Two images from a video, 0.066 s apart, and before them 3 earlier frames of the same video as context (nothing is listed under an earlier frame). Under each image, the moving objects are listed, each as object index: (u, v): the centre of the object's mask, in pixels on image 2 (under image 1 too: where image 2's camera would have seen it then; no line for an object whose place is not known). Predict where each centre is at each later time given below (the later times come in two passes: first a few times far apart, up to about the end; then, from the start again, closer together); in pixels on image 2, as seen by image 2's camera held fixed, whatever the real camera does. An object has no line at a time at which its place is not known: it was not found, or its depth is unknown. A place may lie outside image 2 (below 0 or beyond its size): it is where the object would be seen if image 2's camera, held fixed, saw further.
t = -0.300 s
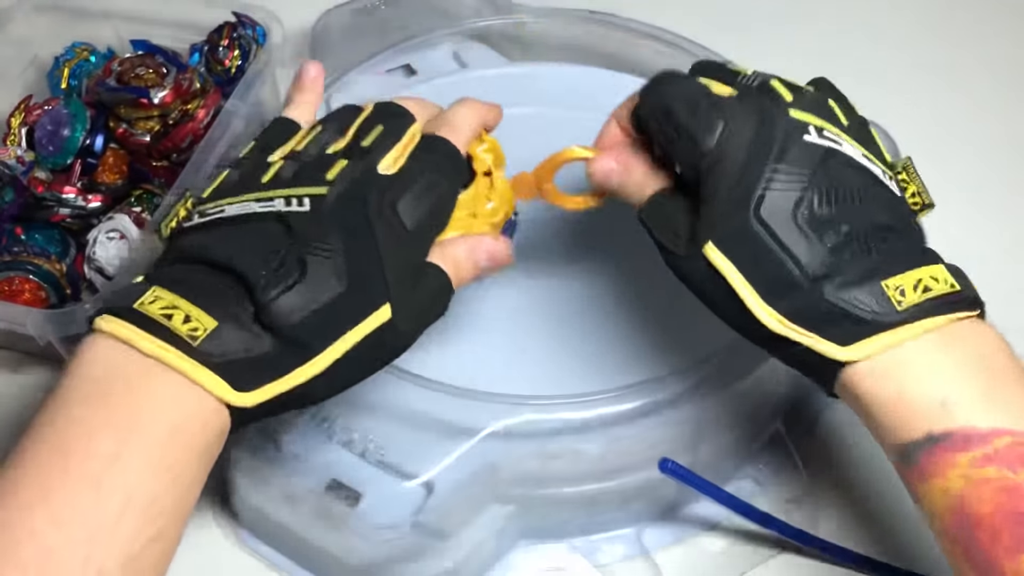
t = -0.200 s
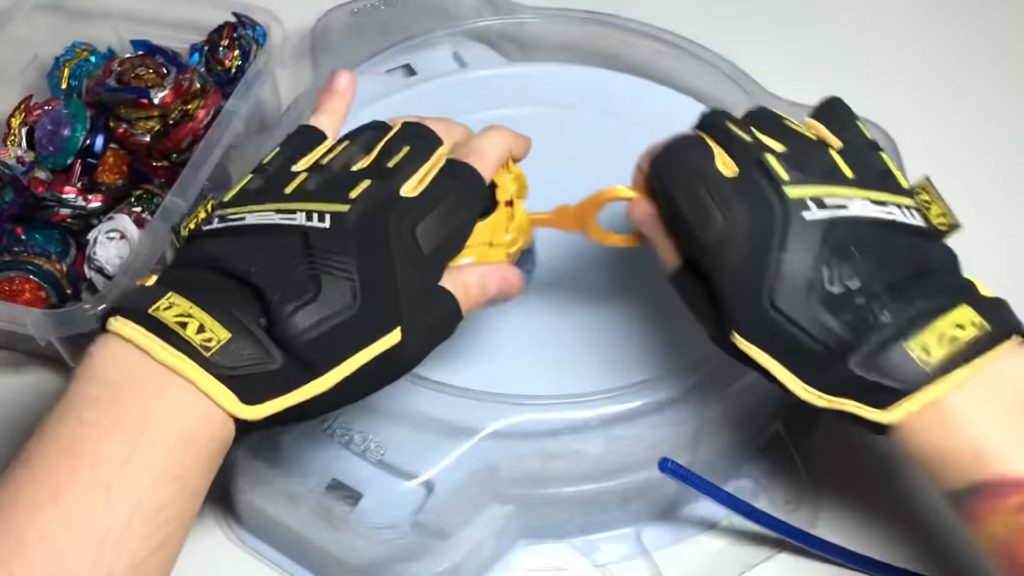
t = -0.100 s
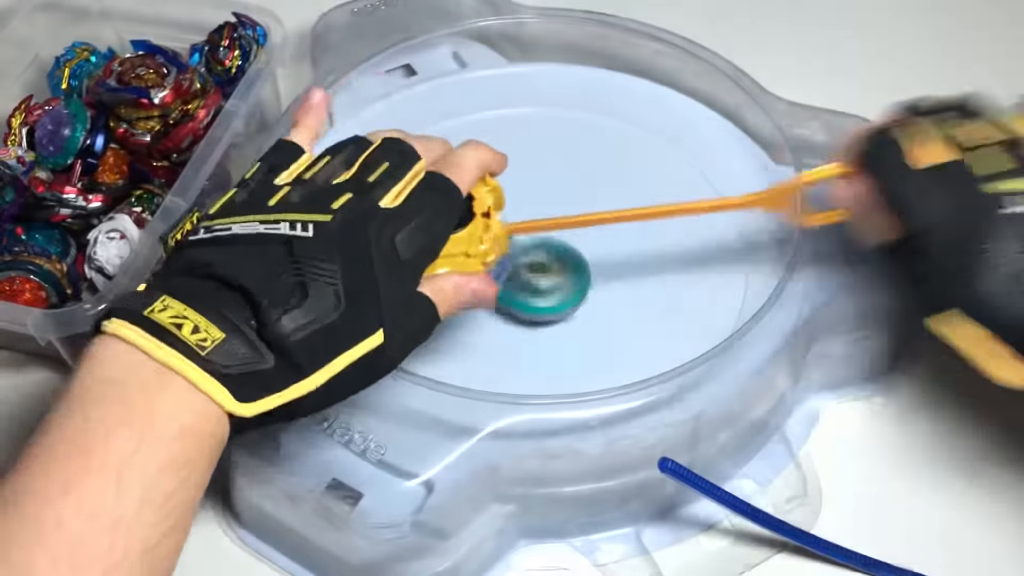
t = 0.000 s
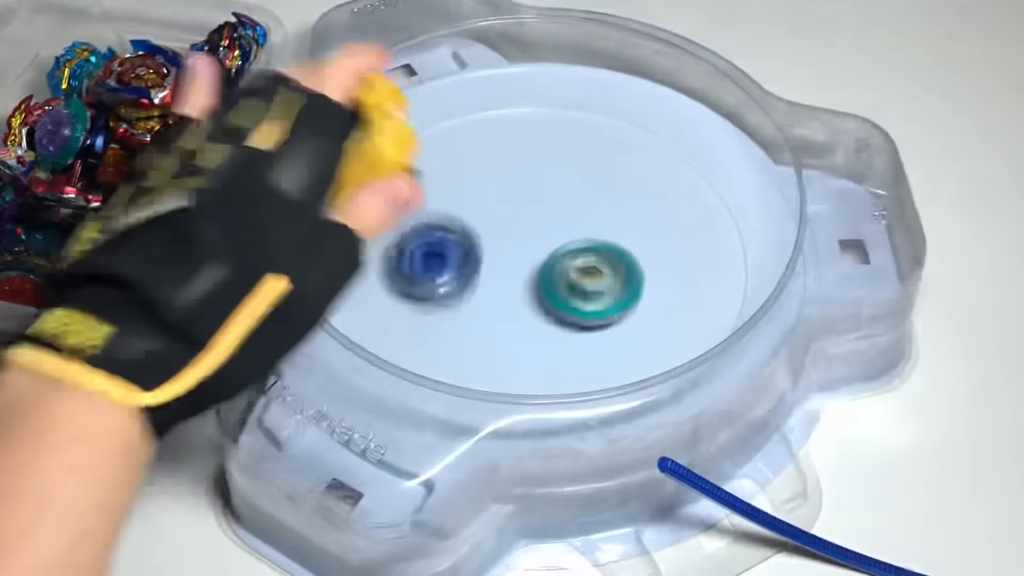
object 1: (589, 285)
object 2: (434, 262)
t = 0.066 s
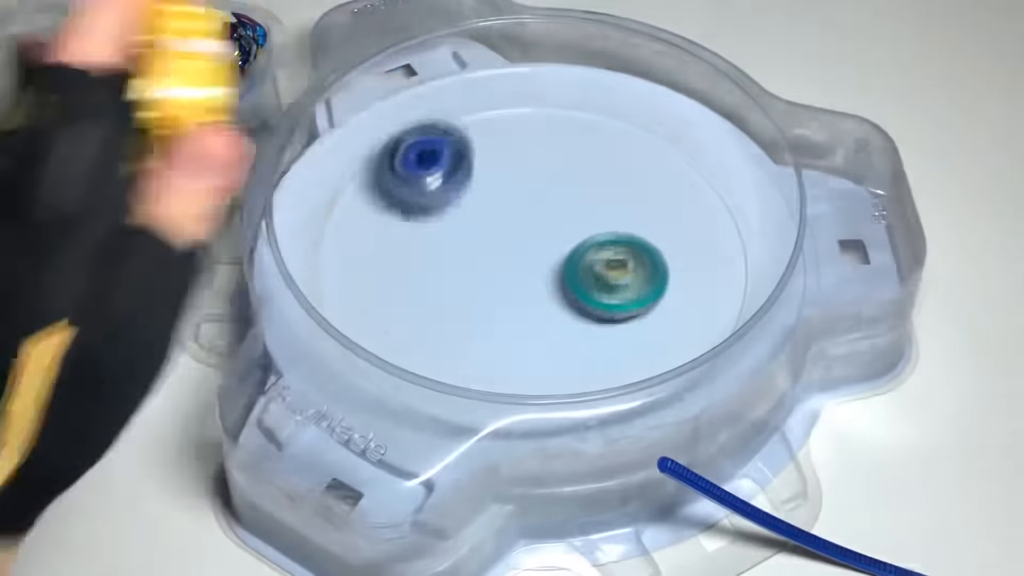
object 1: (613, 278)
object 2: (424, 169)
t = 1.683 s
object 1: (515, 283)
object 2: (616, 227)
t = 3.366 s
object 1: (556, 226)
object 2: (488, 295)
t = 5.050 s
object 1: (566, 302)
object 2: (523, 224)
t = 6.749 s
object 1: (490, 215)
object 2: (555, 283)
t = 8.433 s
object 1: (602, 272)
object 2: (492, 268)
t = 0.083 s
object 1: (617, 274)
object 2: (423, 153)
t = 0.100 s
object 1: (620, 271)
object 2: (422, 140)
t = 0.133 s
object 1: (624, 265)
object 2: (423, 124)
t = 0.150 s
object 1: (624, 261)
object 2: (425, 120)
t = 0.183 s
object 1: (623, 253)
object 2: (436, 93)
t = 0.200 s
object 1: (621, 251)
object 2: (443, 81)
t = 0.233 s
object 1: (614, 244)
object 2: (459, 74)
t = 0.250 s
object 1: (610, 241)
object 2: (469, 76)
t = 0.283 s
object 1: (600, 235)
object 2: (484, 83)
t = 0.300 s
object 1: (594, 232)
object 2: (489, 77)
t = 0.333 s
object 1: (581, 226)
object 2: (498, 72)
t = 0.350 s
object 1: (573, 223)
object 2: (505, 74)
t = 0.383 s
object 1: (556, 219)
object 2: (518, 88)
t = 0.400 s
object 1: (547, 216)
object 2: (524, 93)
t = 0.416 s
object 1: (537, 215)
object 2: (529, 97)
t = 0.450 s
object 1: (517, 213)
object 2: (542, 116)
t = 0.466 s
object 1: (508, 213)
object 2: (548, 124)
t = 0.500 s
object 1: (489, 212)
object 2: (558, 144)
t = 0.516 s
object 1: (481, 213)
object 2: (563, 154)
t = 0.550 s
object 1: (464, 216)
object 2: (572, 176)
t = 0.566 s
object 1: (457, 218)
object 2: (576, 186)
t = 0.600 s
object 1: (447, 222)
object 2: (583, 208)
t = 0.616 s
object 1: (442, 226)
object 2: (585, 219)
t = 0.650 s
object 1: (436, 233)
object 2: (587, 239)
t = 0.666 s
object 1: (433, 238)
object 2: (586, 249)
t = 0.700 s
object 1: (431, 248)
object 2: (583, 267)
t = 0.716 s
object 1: (431, 254)
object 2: (579, 276)
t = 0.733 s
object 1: (433, 257)
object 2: (575, 283)
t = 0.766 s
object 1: (439, 269)
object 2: (565, 296)
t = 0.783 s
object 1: (443, 275)
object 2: (559, 301)
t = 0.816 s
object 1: (442, 283)
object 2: (561, 314)
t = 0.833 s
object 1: (419, 275)
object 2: (591, 325)
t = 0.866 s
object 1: (378, 264)
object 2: (652, 343)
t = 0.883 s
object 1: (360, 255)
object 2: (676, 346)
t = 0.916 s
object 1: (331, 243)
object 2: (721, 350)
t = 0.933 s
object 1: (323, 236)
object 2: (720, 347)
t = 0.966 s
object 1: (320, 221)
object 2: (711, 338)
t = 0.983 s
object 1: (319, 219)
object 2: (703, 333)
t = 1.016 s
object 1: (318, 222)
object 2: (683, 319)
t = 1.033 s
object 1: (319, 220)
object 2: (672, 313)
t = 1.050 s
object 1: (321, 215)
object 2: (660, 306)
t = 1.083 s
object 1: (328, 213)
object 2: (634, 293)
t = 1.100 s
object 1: (334, 217)
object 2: (622, 286)
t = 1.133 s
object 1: (350, 221)
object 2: (597, 274)
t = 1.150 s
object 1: (361, 221)
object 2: (584, 269)
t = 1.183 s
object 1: (384, 227)
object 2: (560, 257)
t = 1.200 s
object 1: (397, 233)
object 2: (549, 251)
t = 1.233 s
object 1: (426, 238)
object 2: (528, 241)
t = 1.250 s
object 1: (427, 237)
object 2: (534, 237)
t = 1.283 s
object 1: (423, 237)
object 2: (554, 230)
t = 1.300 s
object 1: (421, 240)
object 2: (564, 227)
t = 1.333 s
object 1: (420, 242)
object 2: (580, 222)
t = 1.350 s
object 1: (420, 241)
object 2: (586, 220)
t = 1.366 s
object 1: (421, 244)
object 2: (592, 218)
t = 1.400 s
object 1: (426, 248)
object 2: (601, 217)
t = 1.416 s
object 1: (429, 250)
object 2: (603, 217)
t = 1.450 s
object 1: (438, 258)
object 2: (606, 219)
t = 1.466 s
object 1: (445, 259)
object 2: (606, 219)
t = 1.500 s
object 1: (459, 267)
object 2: (606, 222)
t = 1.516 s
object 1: (468, 269)
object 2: (605, 224)
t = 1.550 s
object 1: (483, 273)
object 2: (603, 227)
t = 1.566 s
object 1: (492, 275)
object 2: (601, 229)
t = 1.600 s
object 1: (507, 276)
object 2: (598, 231)
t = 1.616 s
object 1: (515, 278)
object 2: (597, 233)
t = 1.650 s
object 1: (518, 280)
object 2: (604, 229)
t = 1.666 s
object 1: (516, 280)
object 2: (611, 229)
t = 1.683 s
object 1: (515, 283)
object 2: (616, 227)
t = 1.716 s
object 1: (513, 283)
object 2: (622, 226)
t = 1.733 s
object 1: (512, 283)
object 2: (624, 226)
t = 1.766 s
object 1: (510, 289)
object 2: (625, 228)
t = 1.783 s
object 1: (509, 285)
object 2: (625, 228)
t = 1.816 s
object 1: (507, 285)
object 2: (621, 232)
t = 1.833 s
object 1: (506, 287)
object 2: (619, 234)
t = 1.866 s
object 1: (506, 282)
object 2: (615, 238)
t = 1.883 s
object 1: (505, 282)
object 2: (613, 240)
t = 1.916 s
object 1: (505, 274)
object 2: (608, 246)
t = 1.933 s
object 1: (505, 273)
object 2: (606, 249)
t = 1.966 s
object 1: (501, 269)
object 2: (607, 252)
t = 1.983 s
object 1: (497, 267)
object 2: (608, 254)
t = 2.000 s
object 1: (493, 263)
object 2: (610, 254)
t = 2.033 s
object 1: (487, 259)
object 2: (611, 255)
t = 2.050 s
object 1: (485, 255)
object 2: (610, 256)
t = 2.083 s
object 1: (481, 248)
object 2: (608, 257)
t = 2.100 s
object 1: (480, 246)
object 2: (607, 257)
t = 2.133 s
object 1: (478, 240)
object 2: (602, 258)
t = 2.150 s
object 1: (477, 237)
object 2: (599, 259)
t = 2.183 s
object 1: (477, 231)
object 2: (594, 260)
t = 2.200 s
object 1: (477, 228)
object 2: (590, 260)
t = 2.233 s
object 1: (478, 224)
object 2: (584, 261)
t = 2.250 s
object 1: (480, 223)
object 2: (582, 262)
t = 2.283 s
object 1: (482, 219)
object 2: (575, 263)
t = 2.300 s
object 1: (484, 218)
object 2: (572, 265)
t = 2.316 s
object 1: (486, 216)
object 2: (569, 265)
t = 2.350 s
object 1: (489, 214)
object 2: (564, 268)
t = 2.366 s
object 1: (489, 213)
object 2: (561, 270)
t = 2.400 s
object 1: (492, 208)
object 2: (559, 274)
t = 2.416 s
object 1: (493, 207)
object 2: (557, 276)
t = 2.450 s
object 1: (497, 204)
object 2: (553, 279)
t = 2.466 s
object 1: (499, 204)
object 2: (551, 280)
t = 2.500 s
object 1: (503, 203)
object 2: (548, 282)
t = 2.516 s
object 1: (505, 202)
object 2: (547, 284)
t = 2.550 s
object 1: (508, 204)
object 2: (545, 285)
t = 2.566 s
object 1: (511, 203)
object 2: (543, 286)
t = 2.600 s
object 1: (515, 206)
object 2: (540, 285)
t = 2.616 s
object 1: (517, 207)
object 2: (539, 286)
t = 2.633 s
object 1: (518, 207)
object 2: (539, 292)
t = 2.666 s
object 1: (521, 201)
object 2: (537, 300)
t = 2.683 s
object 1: (523, 199)
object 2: (536, 303)
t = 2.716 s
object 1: (524, 194)
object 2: (533, 308)
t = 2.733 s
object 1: (525, 193)
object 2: (531, 310)
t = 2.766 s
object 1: (527, 192)
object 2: (525, 311)
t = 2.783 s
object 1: (528, 192)
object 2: (523, 311)
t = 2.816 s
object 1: (529, 196)
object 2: (519, 309)
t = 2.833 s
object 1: (530, 198)
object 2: (516, 308)
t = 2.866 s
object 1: (531, 201)
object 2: (513, 306)
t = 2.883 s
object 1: (532, 204)
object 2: (512, 304)
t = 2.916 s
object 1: (534, 208)
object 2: (509, 300)
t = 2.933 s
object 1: (534, 211)
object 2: (507, 297)
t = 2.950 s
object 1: (534, 215)
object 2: (506, 297)
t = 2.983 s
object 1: (536, 216)
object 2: (501, 297)
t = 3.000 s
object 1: (538, 216)
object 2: (497, 301)
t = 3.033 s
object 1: (542, 211)
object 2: (489, 305)
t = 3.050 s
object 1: (545, 208)
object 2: (486, 306)
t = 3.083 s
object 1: (549, 203)
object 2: (481, 308)
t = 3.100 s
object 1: (551, 202)
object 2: (479, 308)
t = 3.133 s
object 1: (555, 200)
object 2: (478, 308)
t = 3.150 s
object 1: (556, 202)
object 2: (477, 307)
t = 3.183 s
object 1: (558, 201)
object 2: (478, 305)
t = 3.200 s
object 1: (559, 203)
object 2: (479, 305)
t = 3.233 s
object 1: (559, 204)
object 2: (481, 302)
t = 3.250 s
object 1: (559, 209)
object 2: (483, 301)
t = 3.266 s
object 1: (558, 210)
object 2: (485, 300)
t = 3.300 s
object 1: (556, 218)
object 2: (488, 297)
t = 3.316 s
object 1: (555, 219)
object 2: (490, 295)
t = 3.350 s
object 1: (553, 227)
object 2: (493, 293)
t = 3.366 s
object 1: (556, 226)
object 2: (488, 295)
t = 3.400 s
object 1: (571, 217)
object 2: (471, 309)
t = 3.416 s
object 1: (579, 213)
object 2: (464, 315)
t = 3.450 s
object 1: (591, 205)
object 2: (452, 323)
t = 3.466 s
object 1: (597, 202)
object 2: (449, 326)
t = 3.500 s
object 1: (607, 195)
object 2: (443, 328)
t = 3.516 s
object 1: (611, 194)
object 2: (442, 329)
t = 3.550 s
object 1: (618, 190)
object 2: (442, 327)
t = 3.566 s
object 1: (621, 188)
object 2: (441, 326)
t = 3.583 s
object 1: (622, 187)
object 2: (442, 325)
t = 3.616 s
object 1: (624, 186)
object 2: (445, 320)
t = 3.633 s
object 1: (624, 186)
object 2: (446, 318)
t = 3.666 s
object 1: (621, 188)
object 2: (452, 313)
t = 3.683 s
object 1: (618, 189)
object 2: (455, 310)
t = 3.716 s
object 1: (612, 194)
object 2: (463, 305)
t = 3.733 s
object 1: (608, 197)
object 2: (466, 303)
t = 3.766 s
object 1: (599, 203)
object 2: (475, 297)
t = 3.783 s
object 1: (594, 206)
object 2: (479, 294)
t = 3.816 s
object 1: (584, 212)
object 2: (486, 288)
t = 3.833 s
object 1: (578, 218)
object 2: (490, 286)
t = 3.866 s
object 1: (569, 225)
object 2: (497, 283)
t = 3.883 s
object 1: (573, 222)
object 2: (488, 287)
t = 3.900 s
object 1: (579, 215)
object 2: (476, 294)
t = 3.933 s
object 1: (593, 209)
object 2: (453, 306)
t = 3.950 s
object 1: (598, 205)
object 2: (446, 310)
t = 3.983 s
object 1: (607, 197)
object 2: (431, 317)
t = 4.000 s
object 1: (611, 196)
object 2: (427, 319)
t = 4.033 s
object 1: (617, 193)
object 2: (421, 322)
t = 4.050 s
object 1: (619, 193)
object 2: (421, 323)
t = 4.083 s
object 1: (623, 194)
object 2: (423, 323)
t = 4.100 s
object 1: (624, 196)
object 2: (424, 322)
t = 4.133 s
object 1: (626, 201)
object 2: (429, 319)
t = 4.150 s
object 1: (626, 204)
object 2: (433, 317)
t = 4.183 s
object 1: (625, 211)
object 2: (441, 313)
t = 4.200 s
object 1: (625, 216)
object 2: (446, 310)
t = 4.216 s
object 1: (624, 220)
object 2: (450, 307)
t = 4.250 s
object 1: (621, 230)
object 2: (460, 301)
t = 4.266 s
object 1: (619, 235)
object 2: (466, 298)
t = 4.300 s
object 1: (613, 245)
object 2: (476, 290)
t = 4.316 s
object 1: (609, 249)
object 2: (481, 287)
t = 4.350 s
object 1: (601, 259)
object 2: (491, 280)
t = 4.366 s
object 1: (596, 262)
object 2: (495, 277)
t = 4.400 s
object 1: (599, 269)
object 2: (486, 271)
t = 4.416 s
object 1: (600, 272)
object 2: (483, 268)
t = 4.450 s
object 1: (601, 276)
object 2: (478, 262)
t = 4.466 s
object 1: (602, 277)
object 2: (476, 260)
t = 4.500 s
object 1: (602, 280)
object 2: (476, 256)
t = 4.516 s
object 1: (601, 281)
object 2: (477, 255)
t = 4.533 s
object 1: (601, 282)
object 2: (478, 254)
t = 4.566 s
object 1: (599, 283)
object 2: (481, 253)
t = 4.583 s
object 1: (598, 283)
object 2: (482, 253)
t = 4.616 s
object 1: (596, 284)
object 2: (485, 252)
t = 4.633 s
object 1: (595, 284)
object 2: (487, 252)
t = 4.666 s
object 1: (591, 285)
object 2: (490, 251)
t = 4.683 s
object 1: (590, 285)
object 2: (492, 250)
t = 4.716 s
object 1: (587, 286)
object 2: (496, 250)
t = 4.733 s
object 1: (585, 286)
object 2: (499, 250)
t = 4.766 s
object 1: (583, 287)
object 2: (501, 248)
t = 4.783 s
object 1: (583, 288)
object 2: (500, 246)
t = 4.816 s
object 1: (582, 291)
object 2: (500, 241)
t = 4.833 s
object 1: (582, 292)
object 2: (500, 240)
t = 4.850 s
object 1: (581, 292)
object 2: (501, 238)
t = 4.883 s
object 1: (579, 293)
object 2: (505, 235)
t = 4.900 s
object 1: (578, 294)
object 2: (507, 234)
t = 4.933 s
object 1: (575, 295)
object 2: (513, 232)
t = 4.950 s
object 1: (573, 296)
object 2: (515, 232)
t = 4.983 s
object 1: (569, 296)
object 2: (520, 231)
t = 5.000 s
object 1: (567, 296)
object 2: (522, 231)
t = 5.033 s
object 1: (566, 300)
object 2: (522, 227)
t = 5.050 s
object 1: (566, 302)
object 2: (523, 224)
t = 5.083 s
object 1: (564, 306)
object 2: (524, 220)
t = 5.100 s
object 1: (563, 306)
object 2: (525, 218)
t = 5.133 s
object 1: (560, 309)
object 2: (526, 215)
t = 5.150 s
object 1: (558, 309)
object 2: (527, 215)
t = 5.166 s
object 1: (557, 309)
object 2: (527, 215)
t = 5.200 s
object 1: (553, 310)
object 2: (529, 214)
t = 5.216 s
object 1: (550, 310)
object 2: (530, 214)
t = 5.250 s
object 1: (545, 310)
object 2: (531, 214)
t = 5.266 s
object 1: (543, 309)
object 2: (532, 214)
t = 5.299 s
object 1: (537, 309)
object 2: (533, 214)
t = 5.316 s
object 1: (534, 308)
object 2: (533, 215)
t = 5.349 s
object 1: (527, 307)
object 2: (533, 216)
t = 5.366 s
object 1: (524, 306)
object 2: (534, 218)
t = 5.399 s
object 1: (518, 304)
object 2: (536, 219)
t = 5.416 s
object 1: (516, 303)
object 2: (537, 220)
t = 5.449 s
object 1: (511, 300)
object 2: (539, 222)
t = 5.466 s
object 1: (508, 298)
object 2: (540, 222)
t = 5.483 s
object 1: (504, 298)
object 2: (544, 221)
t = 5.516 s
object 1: (497, 300)
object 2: (549, 218)
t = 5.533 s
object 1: (495, 300)
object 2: (551, 216)
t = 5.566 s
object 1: (491, 299)
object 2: (553, 215)
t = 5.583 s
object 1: (489, 299)
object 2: (555, 214)
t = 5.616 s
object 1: (486, 297)
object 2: (557, 214)
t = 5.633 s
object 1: (485, 296)
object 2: (557, 214)
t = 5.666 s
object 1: (482, 293)
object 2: (558, 214)
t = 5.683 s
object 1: (481, 291)
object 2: (558, 214)
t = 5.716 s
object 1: (480, 288)
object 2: (561, 216)
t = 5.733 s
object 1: (479, 286)
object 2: (561, 218)
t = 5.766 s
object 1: (478, 282)
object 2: (563, 220)
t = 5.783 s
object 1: (477, 280)
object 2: (563, 221)
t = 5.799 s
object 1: (477, 279)
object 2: (563, 221)
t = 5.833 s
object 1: (477, 275)
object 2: (565, 225)
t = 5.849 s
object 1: (477, 273)
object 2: (566, 226)
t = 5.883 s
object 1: (476, 269)
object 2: (566, 229)
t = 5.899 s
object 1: (475, 267)
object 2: (565, 230)
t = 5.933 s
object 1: (471, 265)
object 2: (570, 229)
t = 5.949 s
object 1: (468, 265)
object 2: (573, 229)
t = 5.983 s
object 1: (465, 265)
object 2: (579, 229)
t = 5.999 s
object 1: (464, 264)
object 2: (581, 230)
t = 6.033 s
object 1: (462, 264)
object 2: (583, 231)
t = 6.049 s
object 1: (462, 263)
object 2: (583, 232)
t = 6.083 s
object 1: (463, 262)
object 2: (583, 234)
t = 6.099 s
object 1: (463, 261)
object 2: (582, 235)
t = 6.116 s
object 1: (463, 260)
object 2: (581, 237)
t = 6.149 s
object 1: (464, 259)
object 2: (577, 239)
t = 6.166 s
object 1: (466, 257)
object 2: (575, 241)
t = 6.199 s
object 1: (468, 255)
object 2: (572, 243)
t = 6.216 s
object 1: (469, 253)
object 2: (570, 244)
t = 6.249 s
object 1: (470, 251)
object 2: (566, 246)
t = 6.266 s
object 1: (471, 249)
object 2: (566, 247)
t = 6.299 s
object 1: (459, 242)
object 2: (578, 252)
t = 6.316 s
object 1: (454, 240)
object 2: (585, 255)
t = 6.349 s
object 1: (448, 234)
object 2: (594, 259)
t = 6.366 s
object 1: (445, 231)
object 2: (597, 261)
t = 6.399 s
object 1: (441, 227)
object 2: (601, 265)
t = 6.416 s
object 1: (440, 225)
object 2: (602, 268)
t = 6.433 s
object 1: (439, 222)
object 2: (603, 269)
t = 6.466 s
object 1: (439, 219)
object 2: (601, 273)
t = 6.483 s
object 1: (440, 218)
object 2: (600, 274)
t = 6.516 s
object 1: (442, 215)
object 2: (597, 276)
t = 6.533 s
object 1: (444, 215)
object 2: (595, 277)
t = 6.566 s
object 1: (448, 213)
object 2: (590, 279)
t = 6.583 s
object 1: (452, 213)
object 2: (587, 280)
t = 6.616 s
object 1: (458, 212)
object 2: (580, 280)
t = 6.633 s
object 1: (461, 212)
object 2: (577, 280)
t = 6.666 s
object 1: (468, 213)
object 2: (570, 281)
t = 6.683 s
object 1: (472, 213)
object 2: (567, 281)
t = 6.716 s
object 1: (481, 214)
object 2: (561, 282)
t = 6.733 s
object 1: (485, 214)
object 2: (558, 283)
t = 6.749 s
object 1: (490, 215)
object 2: (555, 283)
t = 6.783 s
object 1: (499, 216)
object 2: (551, 286)
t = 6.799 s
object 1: (503, 215)
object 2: (549, 288)
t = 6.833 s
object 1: (509, 214)
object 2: (546, 291)
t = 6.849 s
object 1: (513, 214)
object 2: (545, 292)
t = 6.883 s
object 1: (519, 212)
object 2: (542, 293)
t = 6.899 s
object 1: (522, 212)
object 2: (540, 295)
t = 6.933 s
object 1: (527, 212)
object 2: (536, 296)
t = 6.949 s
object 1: (530, 212)
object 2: (535, 297)
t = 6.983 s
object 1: (535, 212)
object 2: (531, 297)
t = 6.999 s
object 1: (538, 212)
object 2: (531, 297)
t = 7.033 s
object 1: (543, 213)
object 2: (527, 297)
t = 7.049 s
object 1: (545, 213)
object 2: (526, 297)
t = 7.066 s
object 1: (546, 214)
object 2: (525, 296)
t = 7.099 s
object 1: (550, 215)
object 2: (522, 295)
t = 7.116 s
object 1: (552, 215)
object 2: (521, 294)
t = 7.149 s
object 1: (555, 216)
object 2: (518, 293)
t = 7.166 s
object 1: (556, 217)
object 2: (517, 292)
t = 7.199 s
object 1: (559, 218)
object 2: (513, 293)
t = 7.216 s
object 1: (559, 219)
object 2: (513, 293)
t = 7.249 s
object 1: (560, 220)
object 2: (511, 292)
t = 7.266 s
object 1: (562, 220)
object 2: (511, 293)
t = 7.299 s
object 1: (563, 220)
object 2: (510, 293)
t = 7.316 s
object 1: (564, 221)
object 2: (509, 292)
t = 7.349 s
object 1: (566, 221)
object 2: (508, 290)
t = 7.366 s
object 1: (567, 221)
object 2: (509, 289)
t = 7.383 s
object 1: (568, 221)
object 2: (508, 289)
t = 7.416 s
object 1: (570, 222)
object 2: (511, 288)
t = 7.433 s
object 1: (571, 223)
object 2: (511, 288)
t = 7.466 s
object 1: (574, 224)
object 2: (512, 286)
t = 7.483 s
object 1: (575, 225)
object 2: (511, 285)
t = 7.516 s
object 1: (578, 225)
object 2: (512, 284)
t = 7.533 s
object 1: (579, 225)
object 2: (512, 284)
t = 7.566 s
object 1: (581, 226)
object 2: (513, 283)
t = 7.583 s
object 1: (582, 227)
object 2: (511, 282)
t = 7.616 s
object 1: (585, 228)
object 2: (507, 281)
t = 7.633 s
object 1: (586, 229)
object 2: (506, 280)
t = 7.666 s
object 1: (589, 230)
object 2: (506, 280)
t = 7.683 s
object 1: (591, 231)
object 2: (505, 279)
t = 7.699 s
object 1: (591, 232)
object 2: (505, 279)
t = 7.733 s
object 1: (594, 234)
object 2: (504, 278)
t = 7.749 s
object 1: (594, 236)
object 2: (504, 277)
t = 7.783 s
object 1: (595, 238)
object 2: (504, 276)
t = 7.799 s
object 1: (596, 239)
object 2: (505, 275)
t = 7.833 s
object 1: (597, 242)
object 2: (504, 274)
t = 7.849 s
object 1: (599, 244)
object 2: (504, 275)
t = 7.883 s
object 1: (602, 246)
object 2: (501, 274)
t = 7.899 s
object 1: (603, 248)
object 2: (500, 273)
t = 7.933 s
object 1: (605, 251)
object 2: (499, 272)
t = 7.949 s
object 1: (606, 252)
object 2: (499, 272)
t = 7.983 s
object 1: (607, 255)
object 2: (501, 271)
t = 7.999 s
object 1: (607, 256)
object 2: (503, 272)
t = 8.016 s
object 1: (607, 257)
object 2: (503, 272)
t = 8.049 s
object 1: (607, 260)
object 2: (505, 272)
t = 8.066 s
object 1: (607, 261)
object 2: (505, 272)
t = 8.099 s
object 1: (607, 264)
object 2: (503, 272)
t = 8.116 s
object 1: (607, 265)
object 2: (502, 272)
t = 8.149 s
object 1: (608, 268)
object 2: (502, 272)
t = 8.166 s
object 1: (608, 270)
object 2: (502, 272)
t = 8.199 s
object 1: (607, 272)
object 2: (503, 272)
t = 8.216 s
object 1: (608, 273)
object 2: (500, 272)
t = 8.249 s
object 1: (612, 275)
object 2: (493, 271)
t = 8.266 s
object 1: (613, 276)
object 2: (491, 271)
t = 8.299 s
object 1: (613, 277)
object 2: (488, 269)
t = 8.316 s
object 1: (613, 277)
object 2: (488, 269)
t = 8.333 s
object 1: (612, 277)
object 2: (488, 269)
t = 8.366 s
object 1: (609, 276)
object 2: (488, 269)
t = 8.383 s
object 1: (607, 275)
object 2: (489, 269)
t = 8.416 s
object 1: (603, 273)
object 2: (491, 269)
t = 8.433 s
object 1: (602, 272)
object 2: (492, 268)
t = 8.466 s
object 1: (597, 271)
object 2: (495, 268)
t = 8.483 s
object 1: (601, 269)
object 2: (490, 267)
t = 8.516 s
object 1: (612, 268)
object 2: (477, 265)
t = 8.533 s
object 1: (615, 267)
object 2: (472, 264)
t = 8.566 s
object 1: (620, 265)
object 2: (466, 262)
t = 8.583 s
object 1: (621, 264)
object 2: (465, 262)
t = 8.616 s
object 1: (621, 263)
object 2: (463, 261)
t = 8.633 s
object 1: (621, 262)
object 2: (464, 261)
